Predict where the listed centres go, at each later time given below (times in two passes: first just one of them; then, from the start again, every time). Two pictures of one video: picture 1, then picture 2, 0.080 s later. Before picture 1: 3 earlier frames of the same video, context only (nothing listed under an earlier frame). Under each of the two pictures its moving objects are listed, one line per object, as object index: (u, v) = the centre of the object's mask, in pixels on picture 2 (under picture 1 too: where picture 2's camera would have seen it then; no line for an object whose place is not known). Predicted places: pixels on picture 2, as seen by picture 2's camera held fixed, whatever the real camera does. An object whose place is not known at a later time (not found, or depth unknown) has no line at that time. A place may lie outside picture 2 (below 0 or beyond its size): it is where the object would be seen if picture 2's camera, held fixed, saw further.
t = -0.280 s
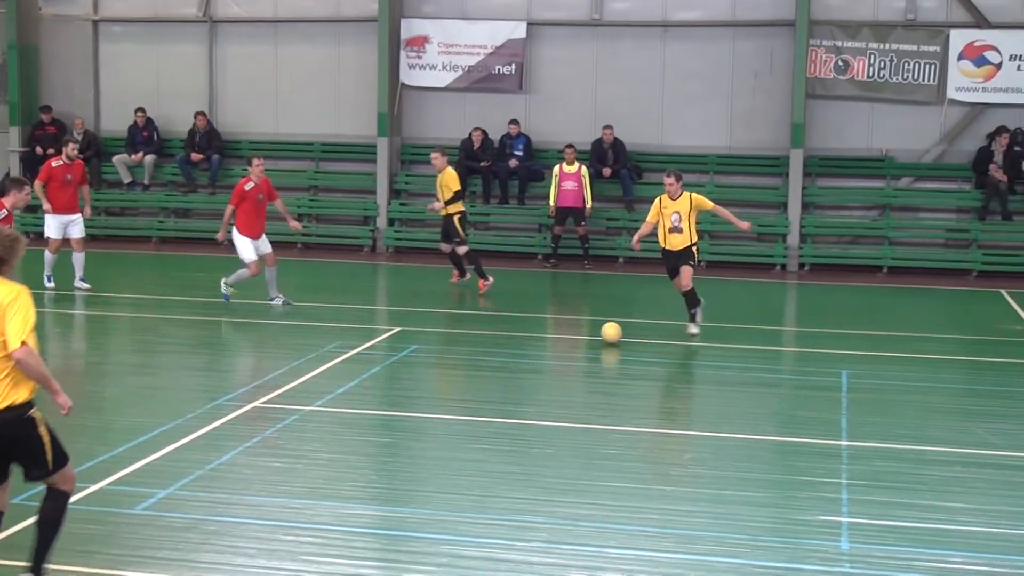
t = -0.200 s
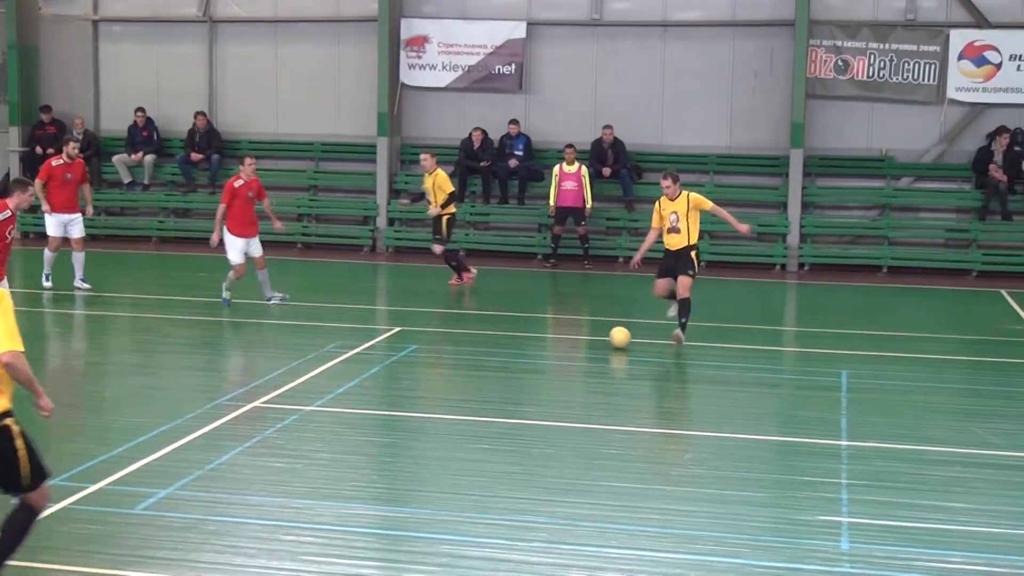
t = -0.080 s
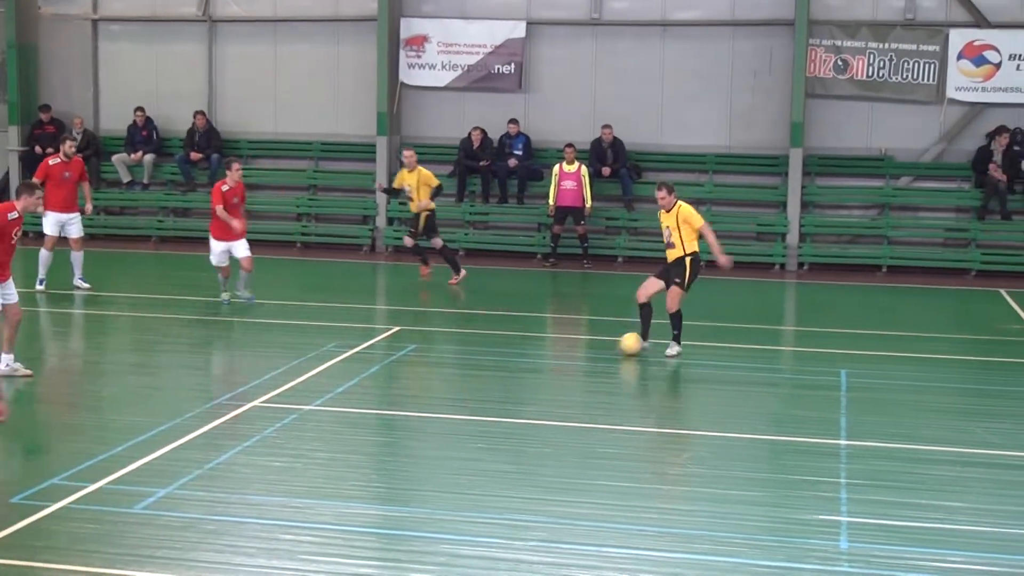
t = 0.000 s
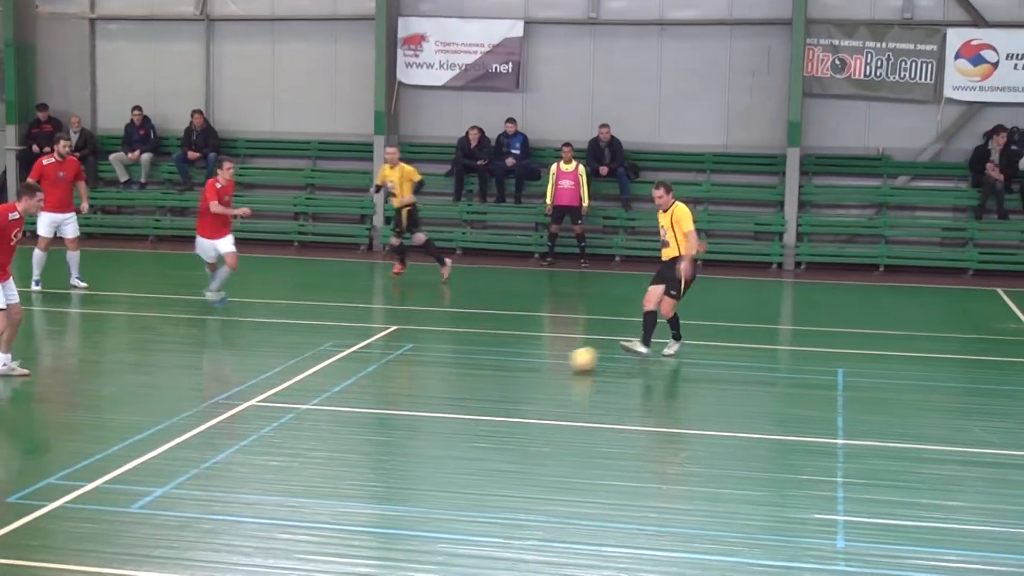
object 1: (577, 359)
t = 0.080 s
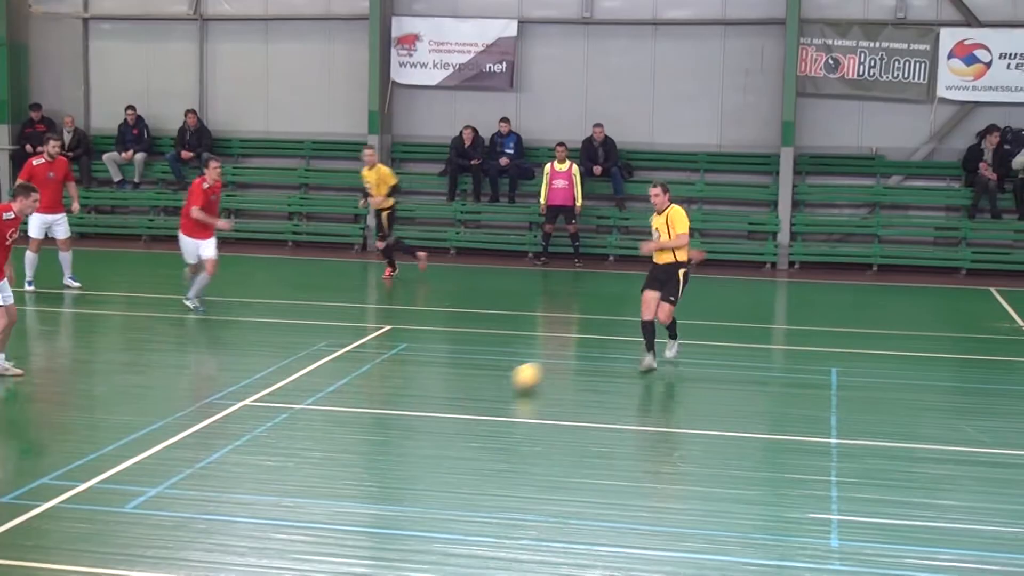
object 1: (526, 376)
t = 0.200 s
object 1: (443, 407)
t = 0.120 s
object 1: (499, 388)
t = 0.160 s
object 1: (472, 397)
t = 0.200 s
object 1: (443, 407)
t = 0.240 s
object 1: (412, 419)
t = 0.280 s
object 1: (384, 429)
